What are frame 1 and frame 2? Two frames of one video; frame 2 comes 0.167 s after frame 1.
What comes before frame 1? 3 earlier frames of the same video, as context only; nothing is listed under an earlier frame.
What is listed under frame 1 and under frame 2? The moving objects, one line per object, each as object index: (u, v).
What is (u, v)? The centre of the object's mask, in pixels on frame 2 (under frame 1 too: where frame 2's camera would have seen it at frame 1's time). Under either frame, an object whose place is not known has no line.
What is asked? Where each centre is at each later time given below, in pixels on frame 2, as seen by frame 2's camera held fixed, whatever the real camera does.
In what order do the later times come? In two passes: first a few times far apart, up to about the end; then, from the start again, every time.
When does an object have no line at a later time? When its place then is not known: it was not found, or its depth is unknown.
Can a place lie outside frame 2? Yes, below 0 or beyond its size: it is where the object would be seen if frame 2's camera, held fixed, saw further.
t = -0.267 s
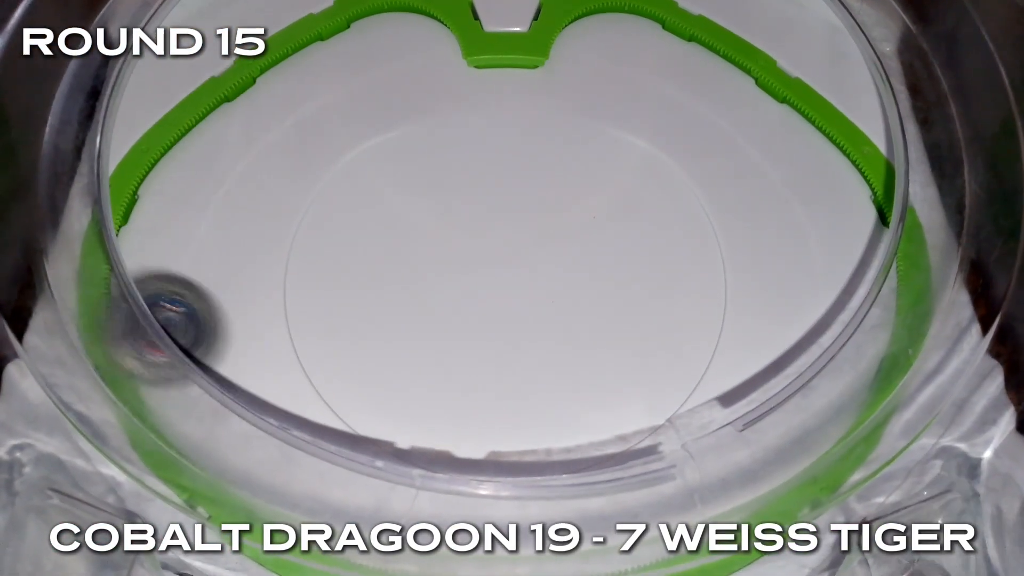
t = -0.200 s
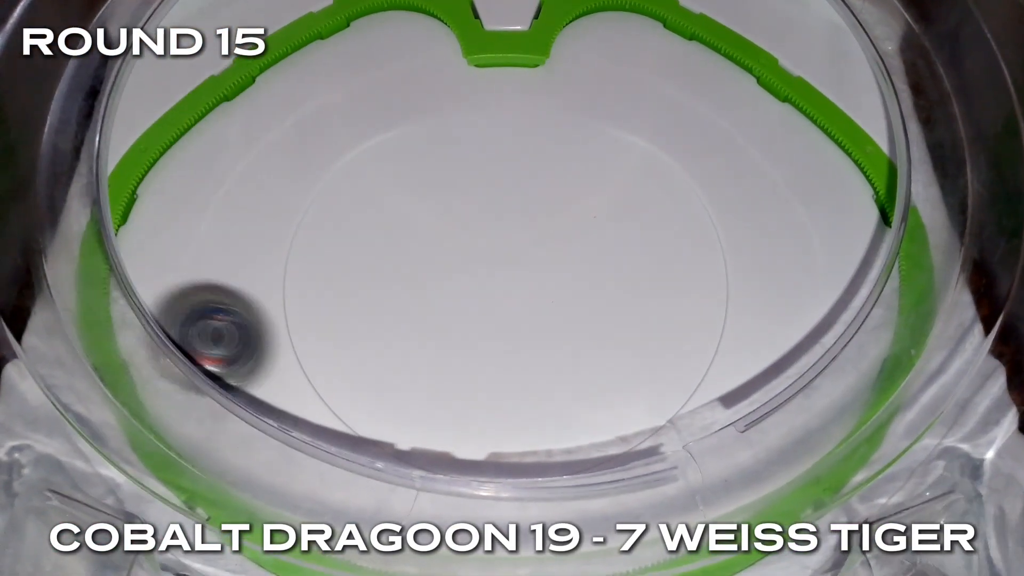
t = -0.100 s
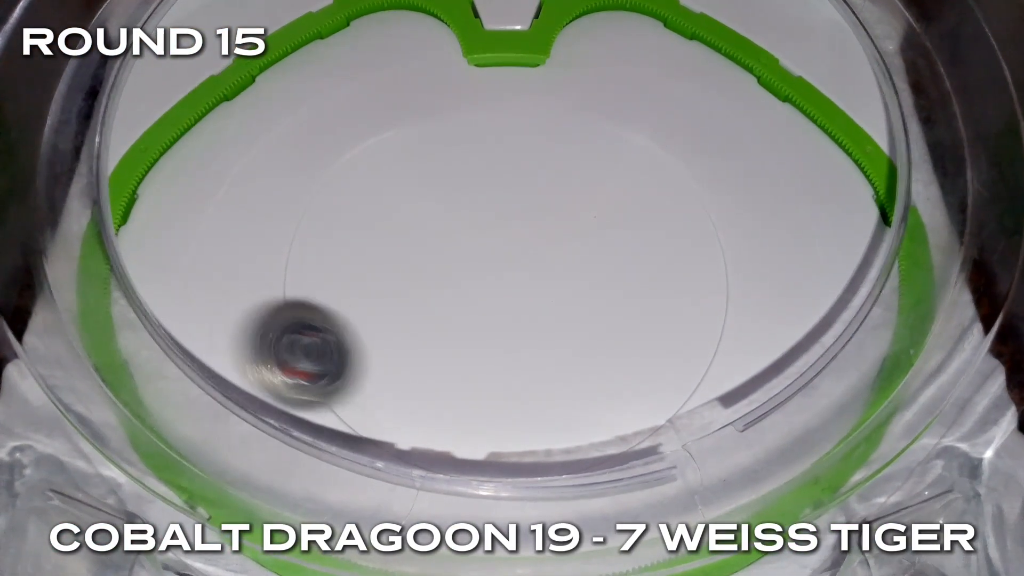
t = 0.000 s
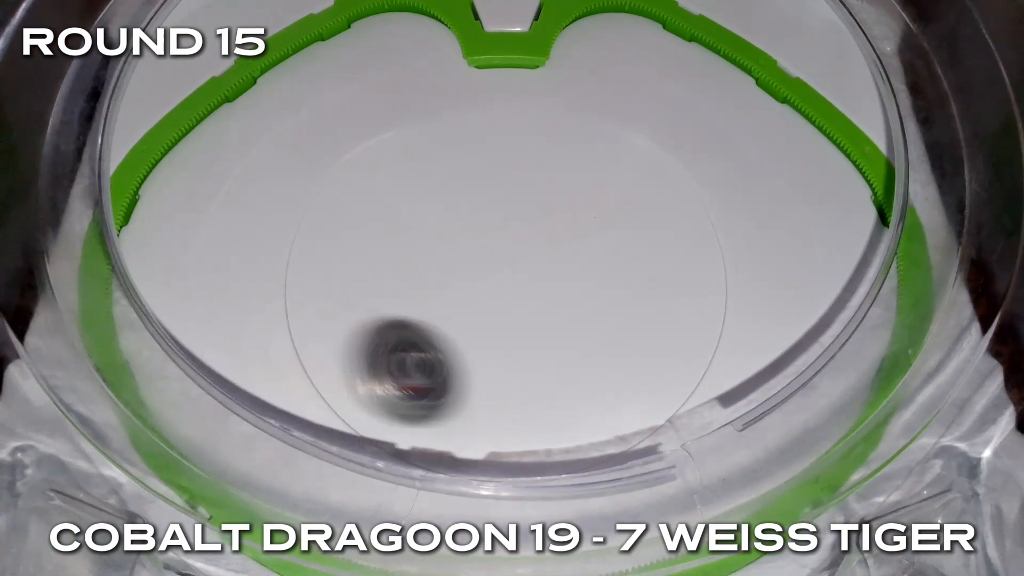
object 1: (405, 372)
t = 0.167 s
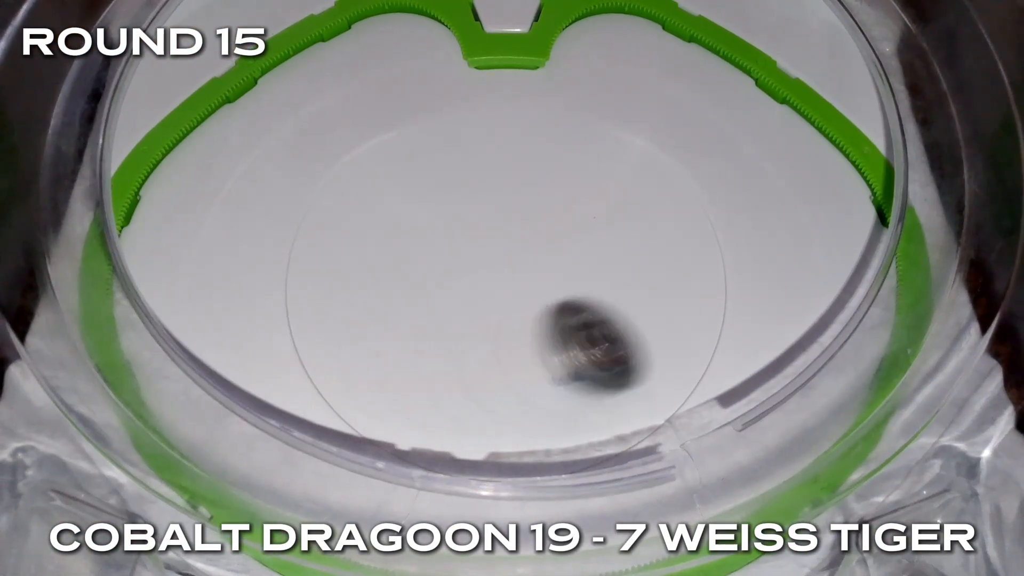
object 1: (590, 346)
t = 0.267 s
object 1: (671, 307)
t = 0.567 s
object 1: (704, 228)
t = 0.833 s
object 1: (555, 279)
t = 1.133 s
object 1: (446, 292)
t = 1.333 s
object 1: (541, 243)
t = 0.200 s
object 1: (621, 334)
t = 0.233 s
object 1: (649, 321)
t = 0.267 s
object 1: (671, 307)
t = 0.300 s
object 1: (690, 293)
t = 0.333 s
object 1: (703, 279)
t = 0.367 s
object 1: (711, 266)
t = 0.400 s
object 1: (714, 255)
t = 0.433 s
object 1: (716, 245)
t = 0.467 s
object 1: (716, 238)
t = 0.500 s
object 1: (714, 232)
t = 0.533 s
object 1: (710, 229)
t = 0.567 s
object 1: (704, 228)
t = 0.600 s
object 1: (694, 231)
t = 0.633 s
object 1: (681, 234)
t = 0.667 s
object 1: (664, 240)
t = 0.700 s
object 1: (645, 247)
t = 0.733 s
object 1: (624, 255)
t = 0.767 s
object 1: (601, 263)
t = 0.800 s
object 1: (578, 271)
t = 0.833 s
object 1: (555, 279)
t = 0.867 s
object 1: (532, 287)
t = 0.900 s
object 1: (510, 293)
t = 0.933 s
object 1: (491, 297)
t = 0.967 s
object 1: (474, 300)
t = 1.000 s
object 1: (460, 302)
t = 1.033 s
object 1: (450, 302)
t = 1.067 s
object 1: (444, 300)
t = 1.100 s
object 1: (442, 297)
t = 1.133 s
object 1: (446, 292)
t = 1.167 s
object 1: (453, 286)
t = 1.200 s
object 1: (465, 279)
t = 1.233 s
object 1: (481, 271)
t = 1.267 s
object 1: (499, 262)
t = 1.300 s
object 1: (519, 253)
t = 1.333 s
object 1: (541, 243)
